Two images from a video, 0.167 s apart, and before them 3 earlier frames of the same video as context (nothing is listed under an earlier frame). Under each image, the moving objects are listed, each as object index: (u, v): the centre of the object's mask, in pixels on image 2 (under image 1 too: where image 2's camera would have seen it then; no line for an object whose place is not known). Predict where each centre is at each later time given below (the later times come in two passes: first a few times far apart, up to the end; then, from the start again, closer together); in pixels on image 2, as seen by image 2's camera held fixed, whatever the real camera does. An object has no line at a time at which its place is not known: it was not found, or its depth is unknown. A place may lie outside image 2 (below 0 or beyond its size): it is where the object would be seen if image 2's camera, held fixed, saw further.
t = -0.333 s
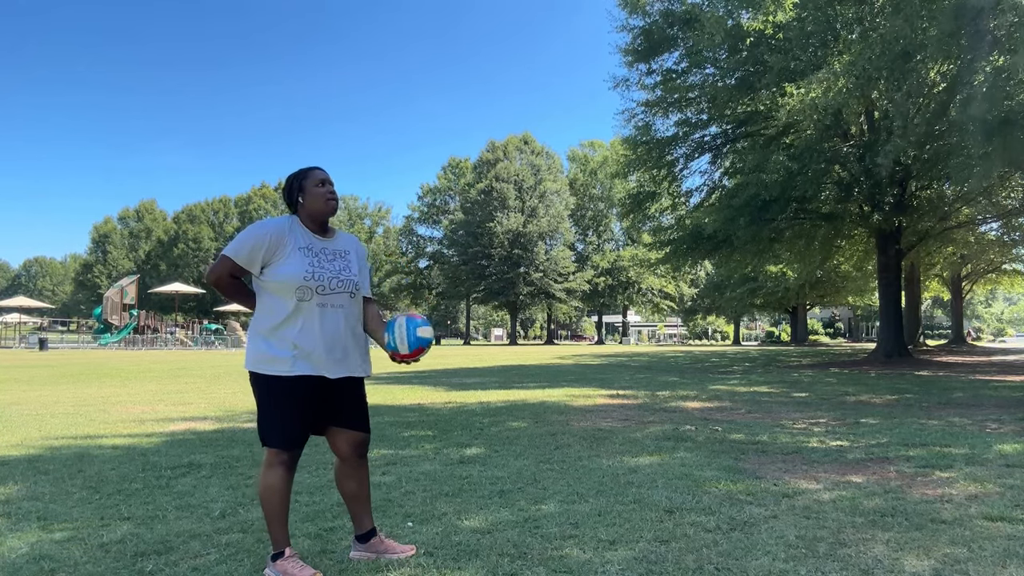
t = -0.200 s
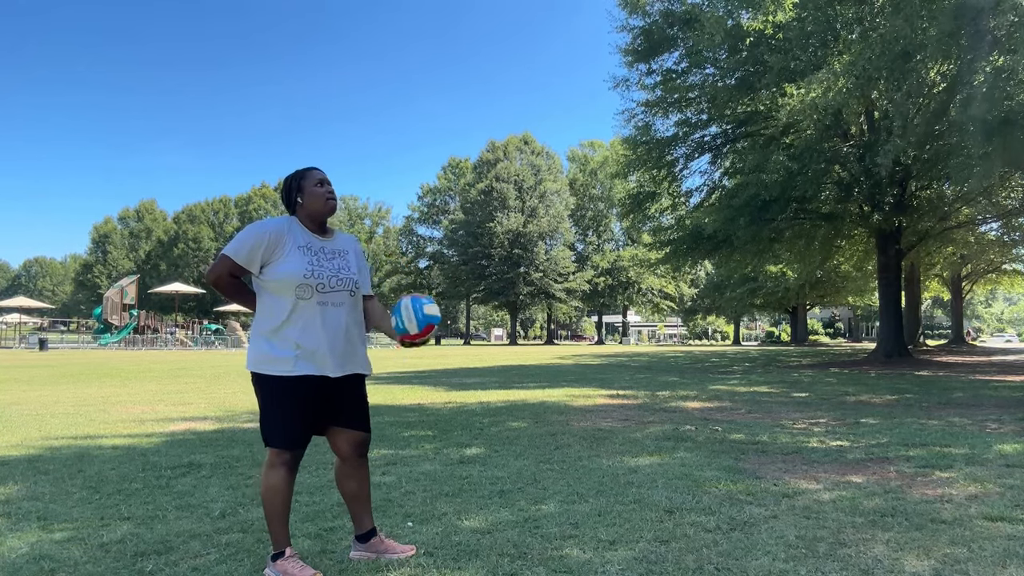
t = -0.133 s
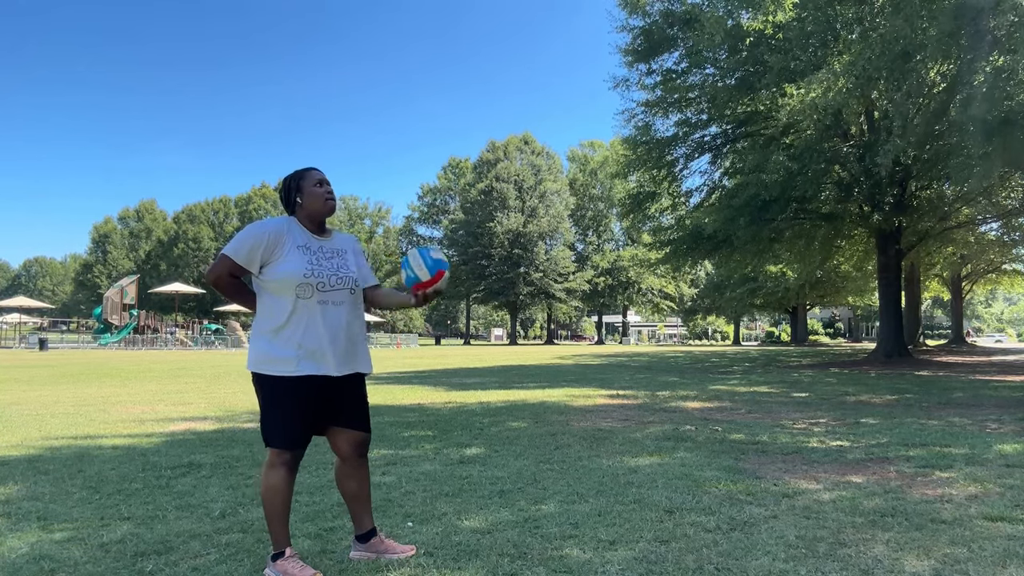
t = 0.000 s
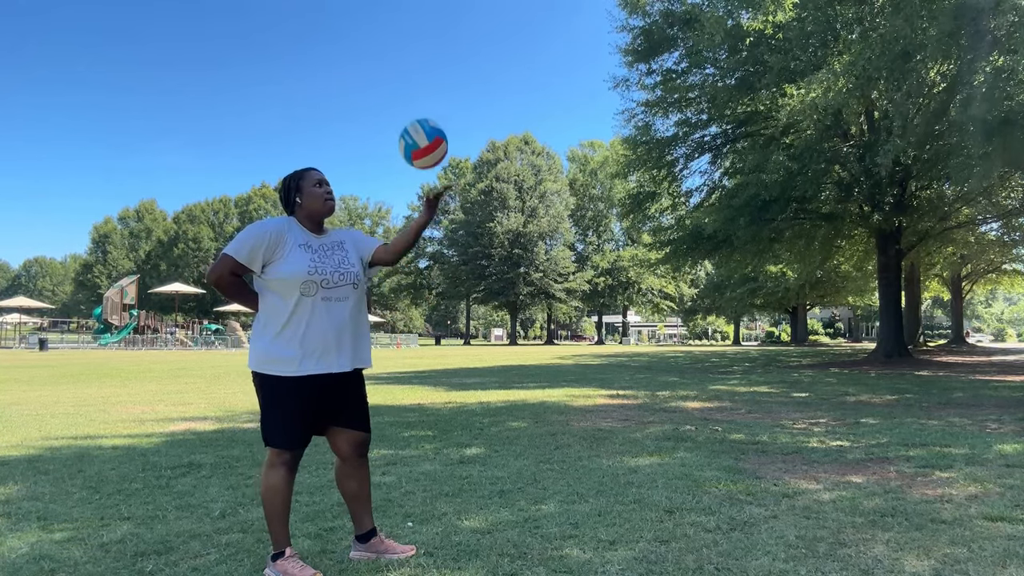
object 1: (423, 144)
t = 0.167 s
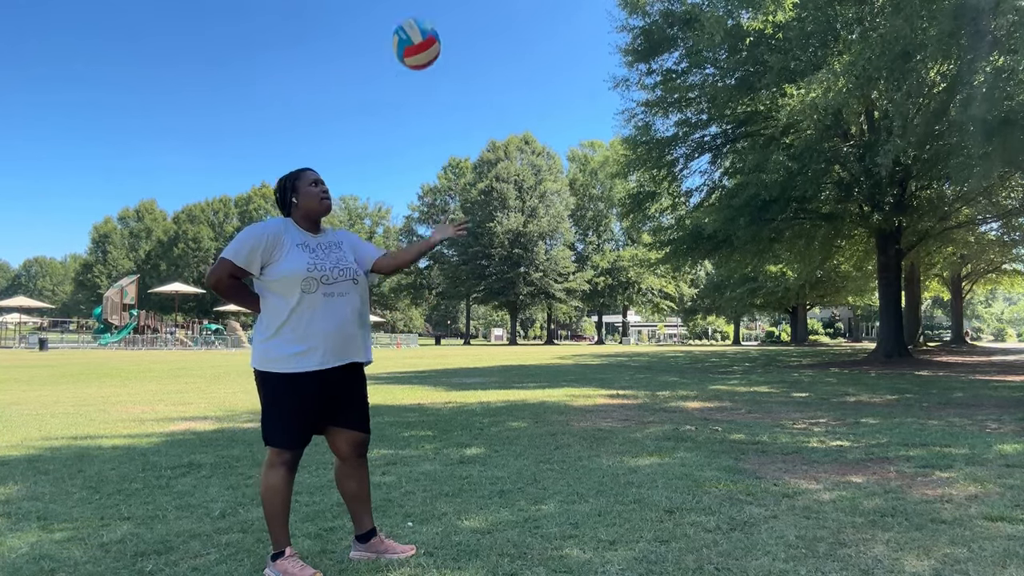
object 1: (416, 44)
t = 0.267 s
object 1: (412, 19)
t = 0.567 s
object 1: (397, 73)
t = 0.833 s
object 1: (383, 287)
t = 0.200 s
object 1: (414, 32)
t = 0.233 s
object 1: (413, 23)
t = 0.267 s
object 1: (412, 19)
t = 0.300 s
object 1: (410, 17)
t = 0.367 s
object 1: (407, 17)
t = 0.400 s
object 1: (405, 19)
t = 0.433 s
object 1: (404, 23)
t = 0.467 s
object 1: (402, 32)
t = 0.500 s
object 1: (400, 43)
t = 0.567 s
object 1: (397, 73)
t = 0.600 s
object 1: (395, 92)
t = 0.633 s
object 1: (394, 113)
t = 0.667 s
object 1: (392, 136)
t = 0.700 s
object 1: (391, 162)
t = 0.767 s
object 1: (387, 220)
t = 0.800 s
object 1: (385, 252)
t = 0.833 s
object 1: (383, 287)
